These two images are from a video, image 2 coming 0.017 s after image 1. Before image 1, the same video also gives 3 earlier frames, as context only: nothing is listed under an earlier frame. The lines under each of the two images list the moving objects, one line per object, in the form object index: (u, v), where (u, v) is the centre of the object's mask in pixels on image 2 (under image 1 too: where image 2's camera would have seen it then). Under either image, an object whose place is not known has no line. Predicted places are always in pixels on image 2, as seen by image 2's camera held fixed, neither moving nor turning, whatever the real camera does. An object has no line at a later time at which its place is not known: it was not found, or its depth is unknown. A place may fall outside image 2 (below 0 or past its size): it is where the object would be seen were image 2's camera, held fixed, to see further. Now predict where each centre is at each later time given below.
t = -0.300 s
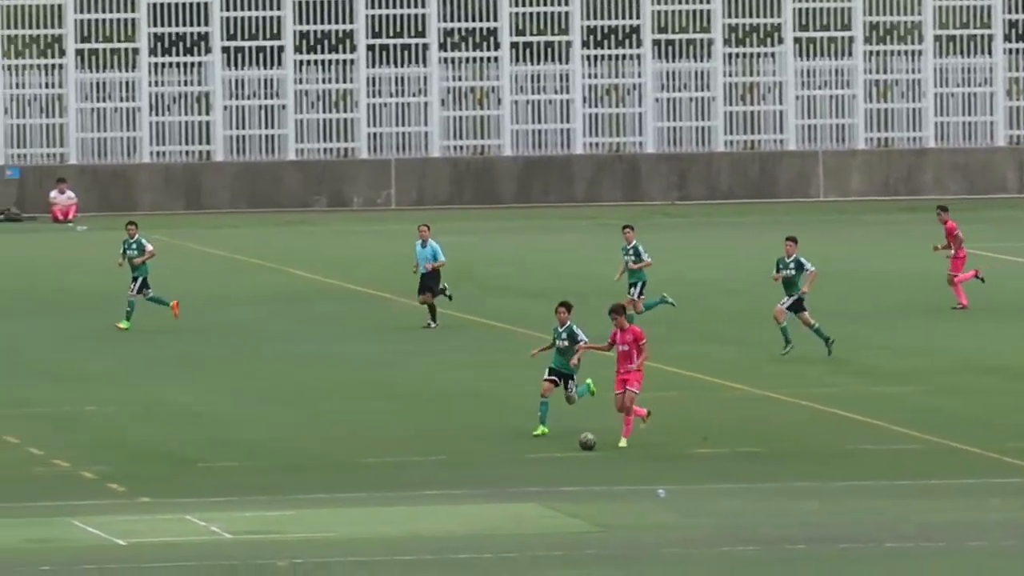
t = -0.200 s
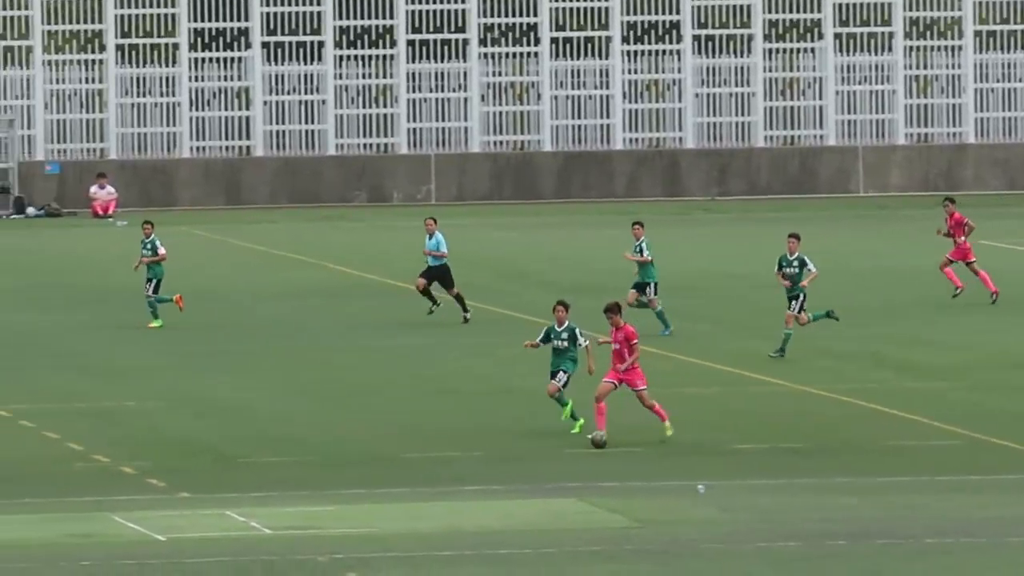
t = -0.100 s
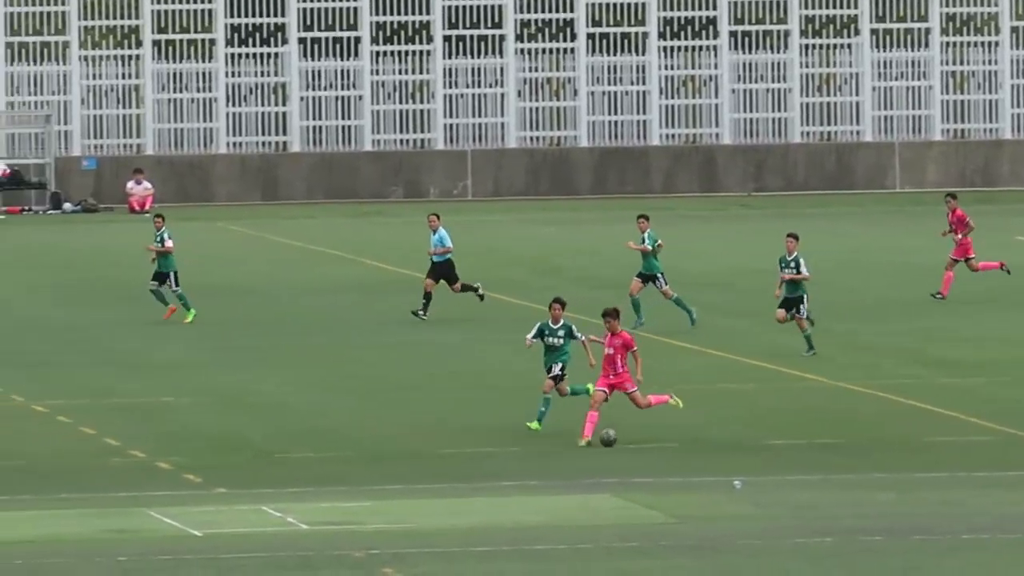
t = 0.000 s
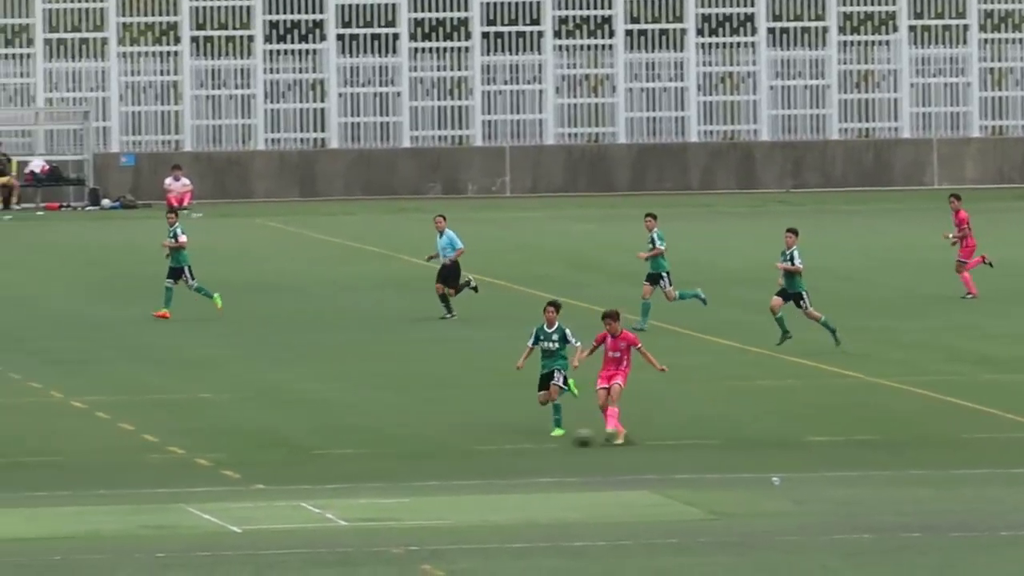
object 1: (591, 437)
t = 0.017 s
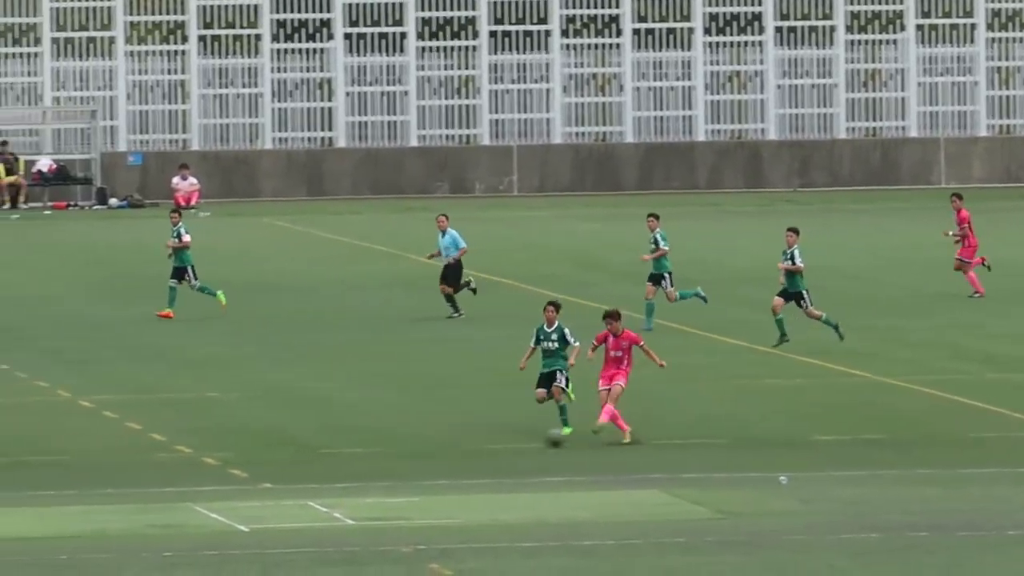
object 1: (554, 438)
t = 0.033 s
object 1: (520, 439)
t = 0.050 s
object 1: (485, 439)
